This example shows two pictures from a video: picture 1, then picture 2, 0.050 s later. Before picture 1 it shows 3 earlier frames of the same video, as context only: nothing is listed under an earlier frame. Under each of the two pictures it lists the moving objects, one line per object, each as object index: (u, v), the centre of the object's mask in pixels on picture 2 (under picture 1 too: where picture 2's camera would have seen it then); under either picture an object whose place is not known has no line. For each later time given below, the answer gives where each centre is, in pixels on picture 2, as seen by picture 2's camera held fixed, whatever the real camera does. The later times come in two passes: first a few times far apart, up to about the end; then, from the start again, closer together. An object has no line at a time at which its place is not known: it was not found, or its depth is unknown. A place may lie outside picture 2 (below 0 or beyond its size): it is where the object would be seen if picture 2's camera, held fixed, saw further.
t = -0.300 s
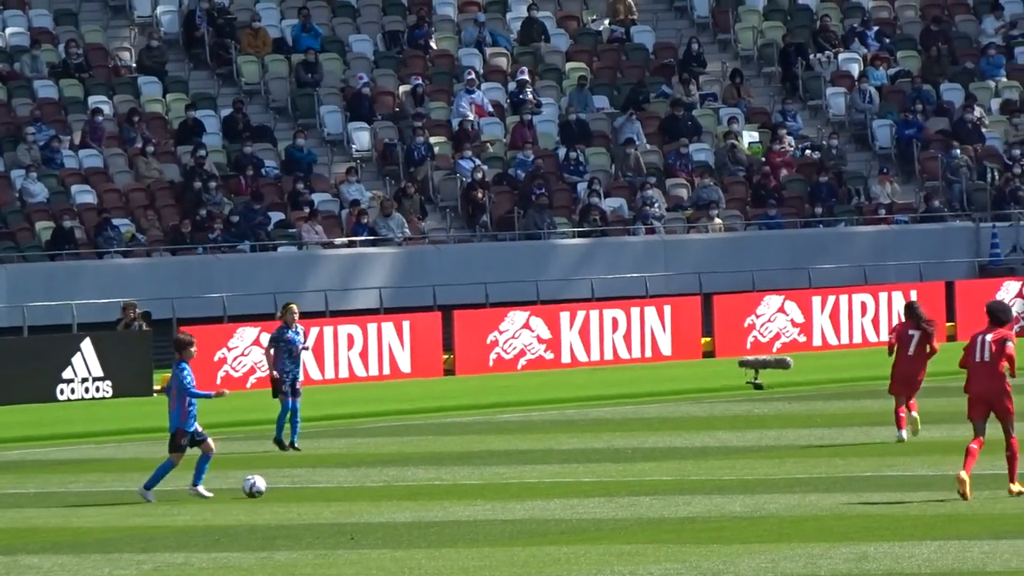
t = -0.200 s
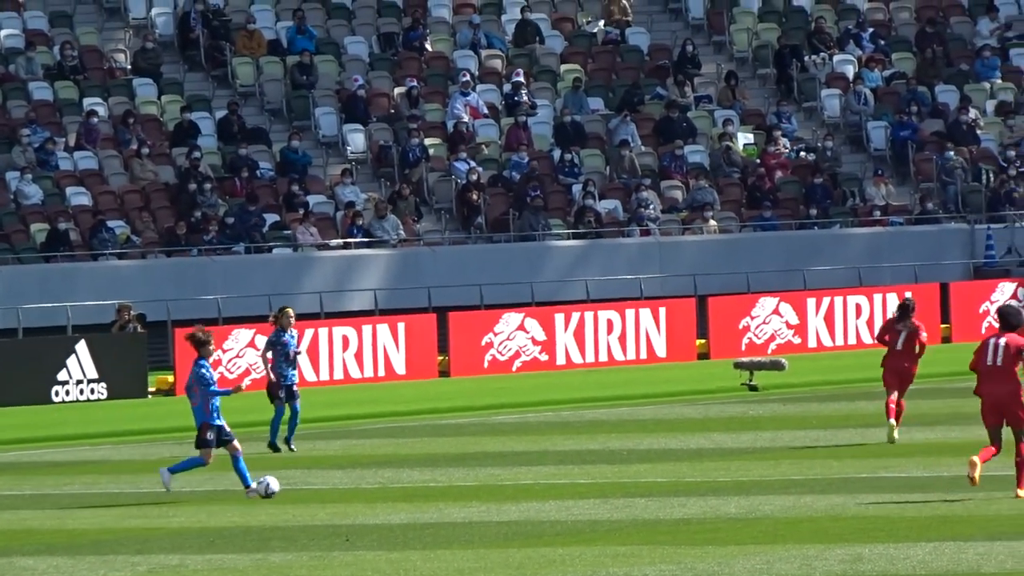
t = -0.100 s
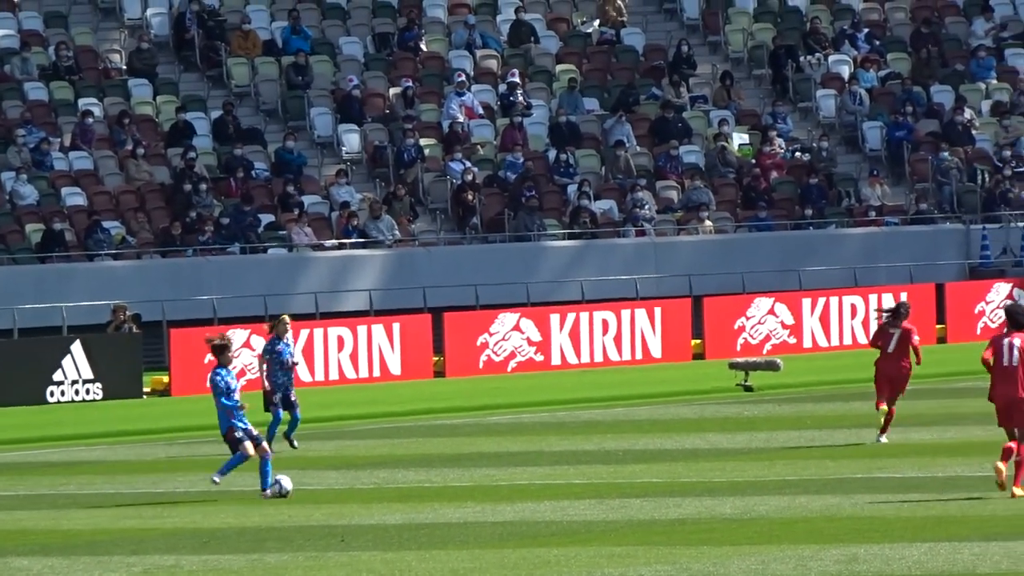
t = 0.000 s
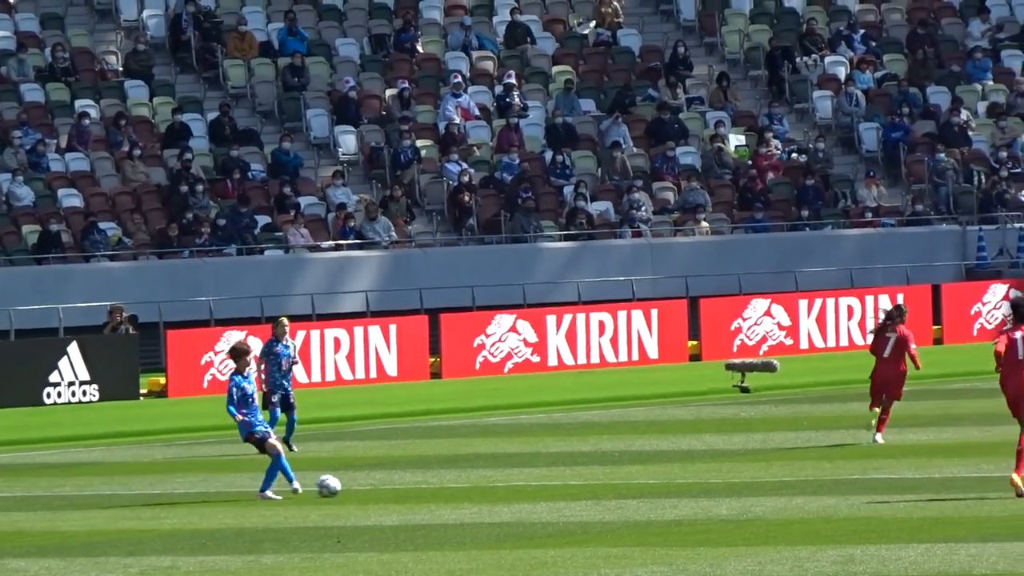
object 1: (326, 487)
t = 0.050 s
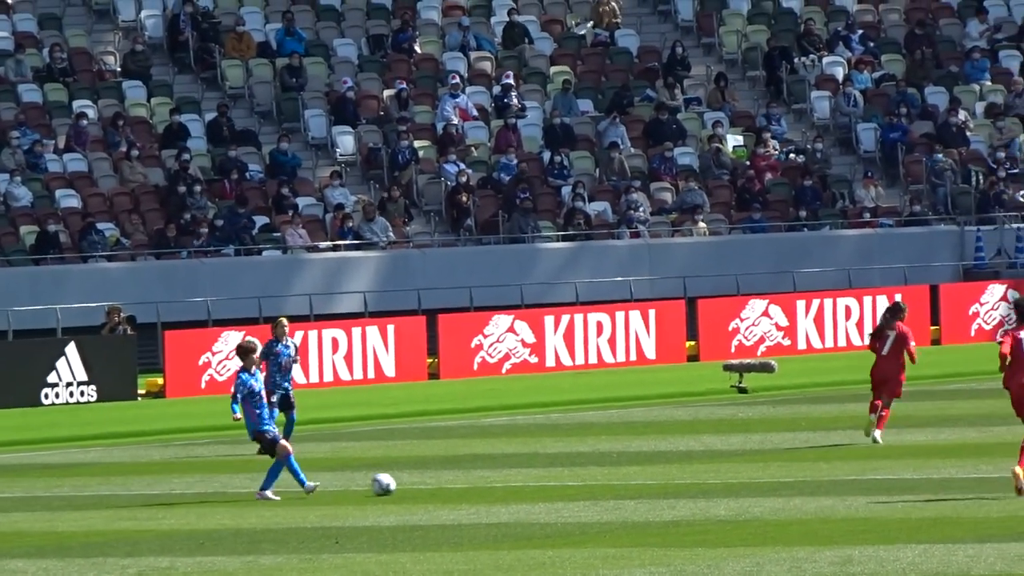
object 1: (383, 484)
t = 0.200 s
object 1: (540, 478)
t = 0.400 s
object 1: (718, 469)
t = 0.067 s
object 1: (402, 484)
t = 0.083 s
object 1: (420, 483)
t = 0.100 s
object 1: (438, 482)
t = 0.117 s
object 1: (455, 481)
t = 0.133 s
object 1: (473, 480)
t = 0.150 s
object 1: (491, 480)
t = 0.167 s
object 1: (508, 480)
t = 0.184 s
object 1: (524, 479)
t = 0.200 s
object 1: (540, 478)
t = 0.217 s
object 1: (556, 477)
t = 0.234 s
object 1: (572, 476)
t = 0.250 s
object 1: (588, 476)
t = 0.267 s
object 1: (604, 475)
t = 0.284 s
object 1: (619, 475)
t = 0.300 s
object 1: (635, 475)
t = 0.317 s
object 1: (649, 474)
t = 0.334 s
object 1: (663, 473)
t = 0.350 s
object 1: (677, 472)
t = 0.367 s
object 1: (691, 471)
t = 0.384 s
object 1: (704, 470)
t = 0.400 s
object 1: (718, 469)
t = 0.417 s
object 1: (732, 469)
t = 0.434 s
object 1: (745, 469)
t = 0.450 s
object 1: (759, 470)
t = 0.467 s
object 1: (772, 470)
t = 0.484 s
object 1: (784, 468)
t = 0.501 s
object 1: (797, 467)
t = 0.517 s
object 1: (808, 466)
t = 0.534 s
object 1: (820, 466)
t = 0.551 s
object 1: (831, 466)
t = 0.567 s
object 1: (845, 466)
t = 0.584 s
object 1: (858, 466)
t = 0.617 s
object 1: (879, 466)
